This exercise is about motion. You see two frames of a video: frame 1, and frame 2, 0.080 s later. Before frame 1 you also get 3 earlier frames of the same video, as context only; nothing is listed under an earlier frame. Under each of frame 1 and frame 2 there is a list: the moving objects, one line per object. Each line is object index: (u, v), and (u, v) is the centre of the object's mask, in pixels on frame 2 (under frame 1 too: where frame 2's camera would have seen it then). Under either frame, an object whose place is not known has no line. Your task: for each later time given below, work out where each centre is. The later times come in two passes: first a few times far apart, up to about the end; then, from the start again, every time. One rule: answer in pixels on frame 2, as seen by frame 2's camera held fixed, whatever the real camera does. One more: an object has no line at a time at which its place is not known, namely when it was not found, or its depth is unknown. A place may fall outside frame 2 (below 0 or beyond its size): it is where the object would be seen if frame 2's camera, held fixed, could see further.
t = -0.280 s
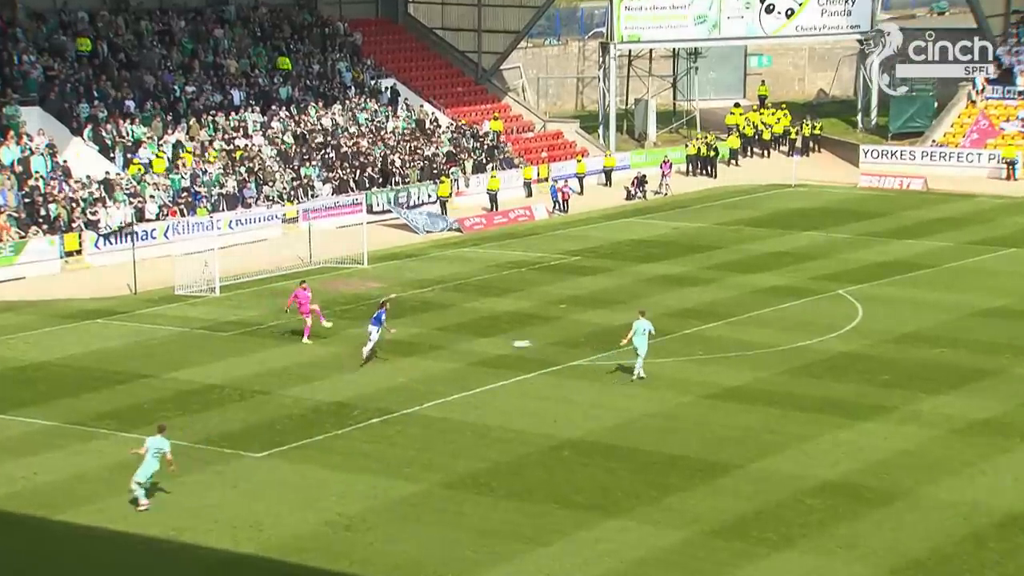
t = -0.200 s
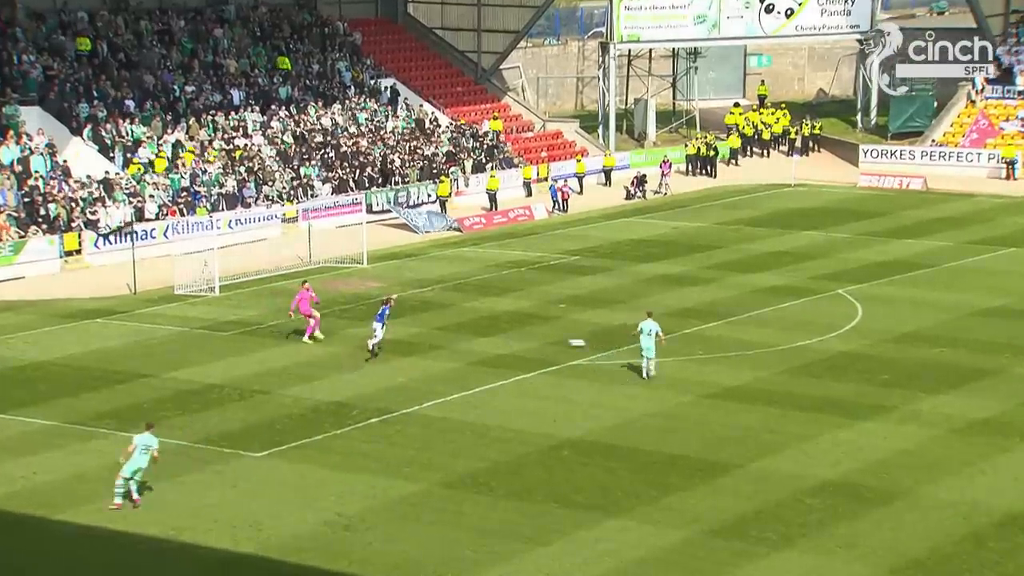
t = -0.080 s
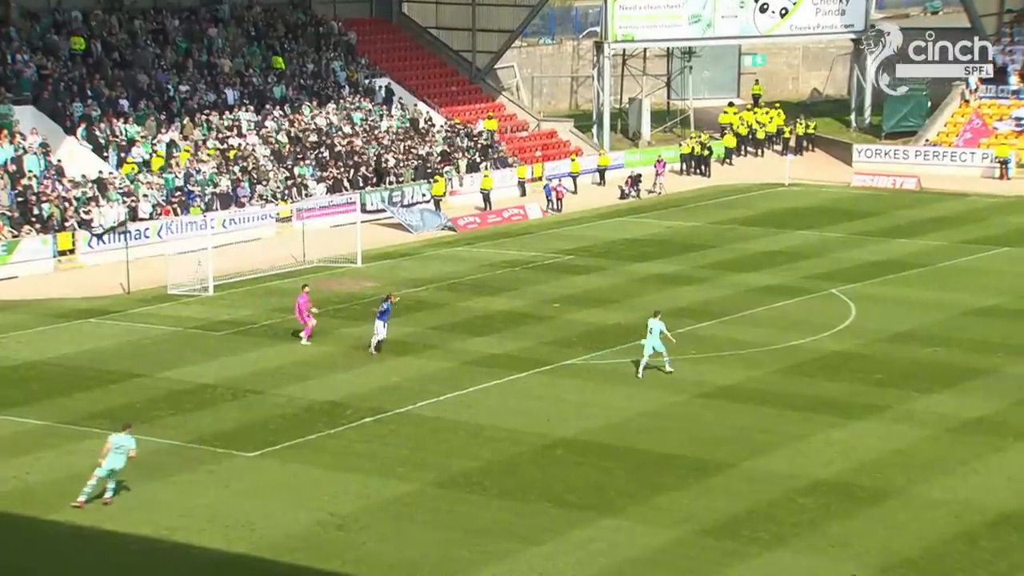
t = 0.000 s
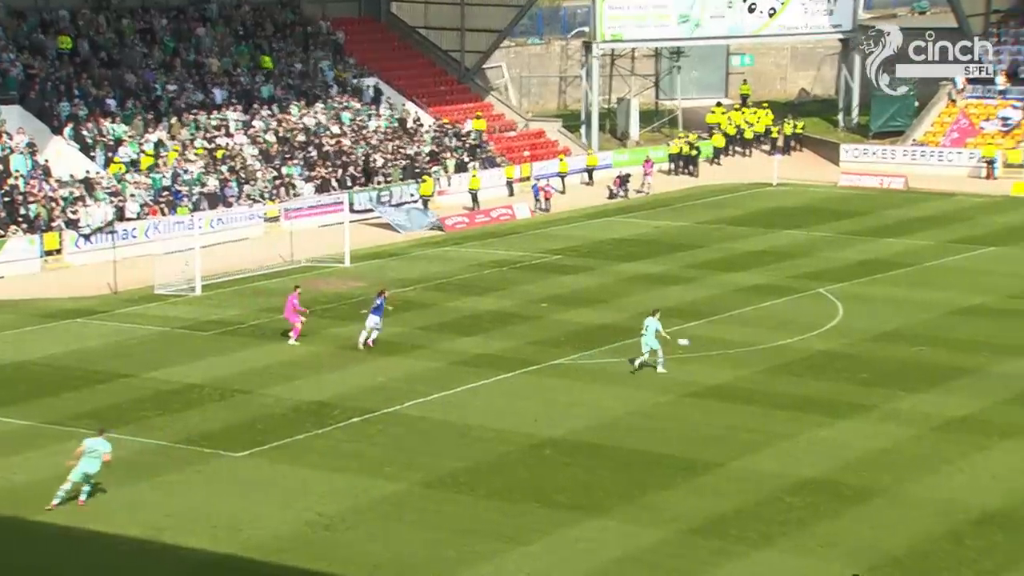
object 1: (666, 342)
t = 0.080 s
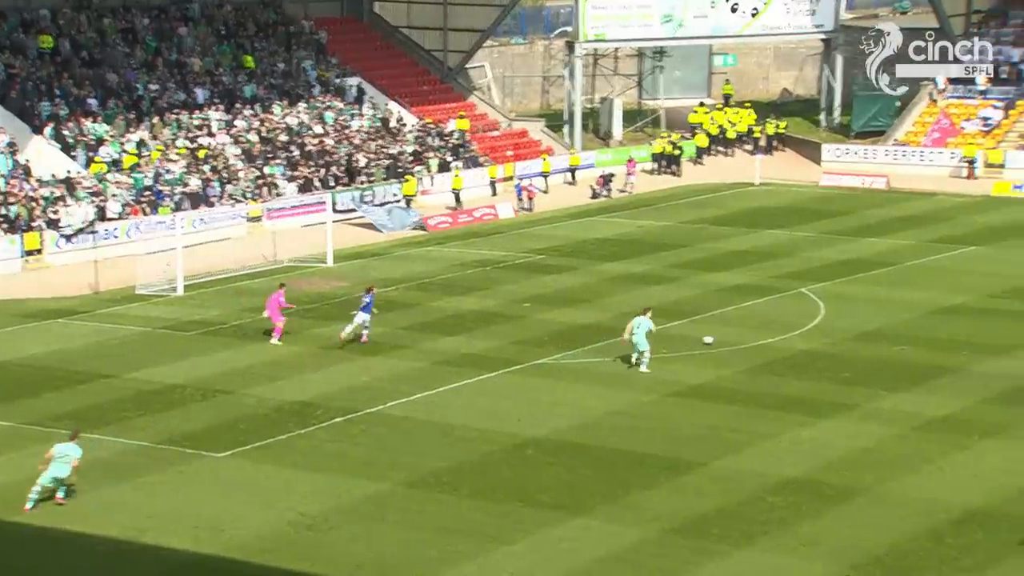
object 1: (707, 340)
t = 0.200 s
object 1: (765, 339)
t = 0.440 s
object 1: (866, 336)
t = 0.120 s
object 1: (727, 340)
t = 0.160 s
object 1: (746, 340)
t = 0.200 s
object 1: (765, 339)
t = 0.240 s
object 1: (783, 339)
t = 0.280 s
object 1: (800, 339)
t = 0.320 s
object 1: (818, 338)
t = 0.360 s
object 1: (834, 337)
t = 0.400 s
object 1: (850, 336)
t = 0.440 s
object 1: (866, 336)
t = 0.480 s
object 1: (882, 336)
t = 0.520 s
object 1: (897, 336)
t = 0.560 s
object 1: (913, 335)
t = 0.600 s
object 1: (928, 335)
